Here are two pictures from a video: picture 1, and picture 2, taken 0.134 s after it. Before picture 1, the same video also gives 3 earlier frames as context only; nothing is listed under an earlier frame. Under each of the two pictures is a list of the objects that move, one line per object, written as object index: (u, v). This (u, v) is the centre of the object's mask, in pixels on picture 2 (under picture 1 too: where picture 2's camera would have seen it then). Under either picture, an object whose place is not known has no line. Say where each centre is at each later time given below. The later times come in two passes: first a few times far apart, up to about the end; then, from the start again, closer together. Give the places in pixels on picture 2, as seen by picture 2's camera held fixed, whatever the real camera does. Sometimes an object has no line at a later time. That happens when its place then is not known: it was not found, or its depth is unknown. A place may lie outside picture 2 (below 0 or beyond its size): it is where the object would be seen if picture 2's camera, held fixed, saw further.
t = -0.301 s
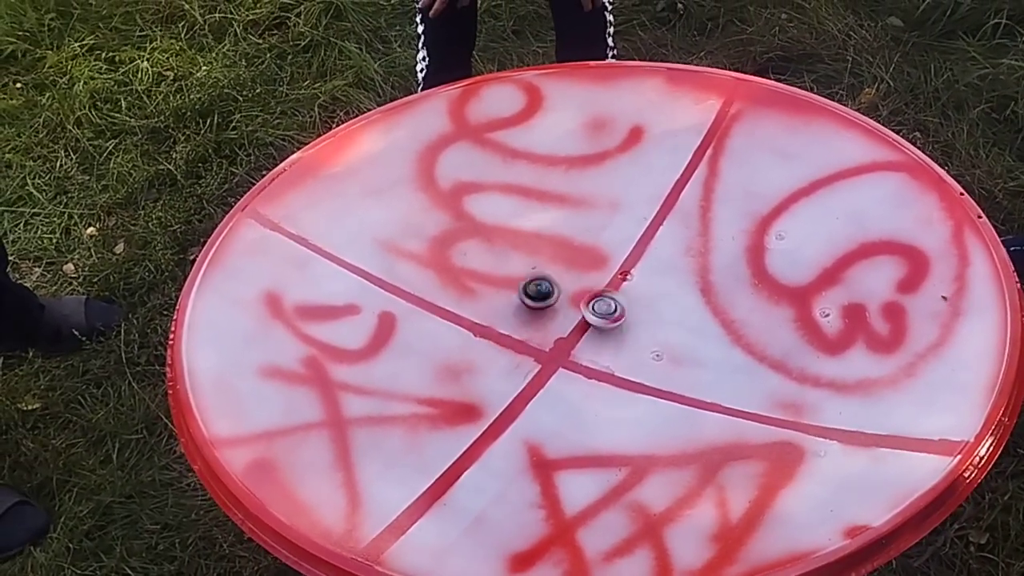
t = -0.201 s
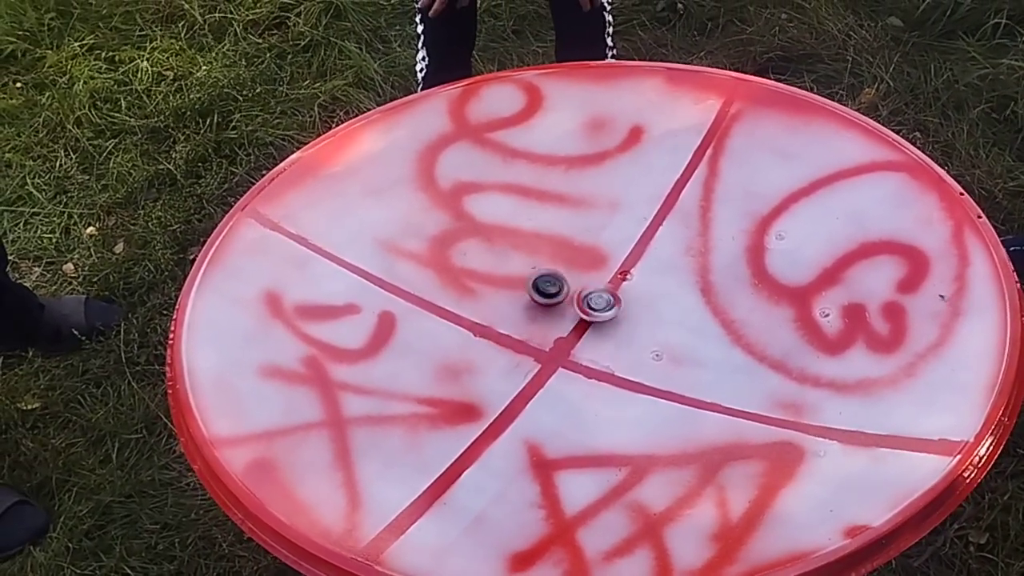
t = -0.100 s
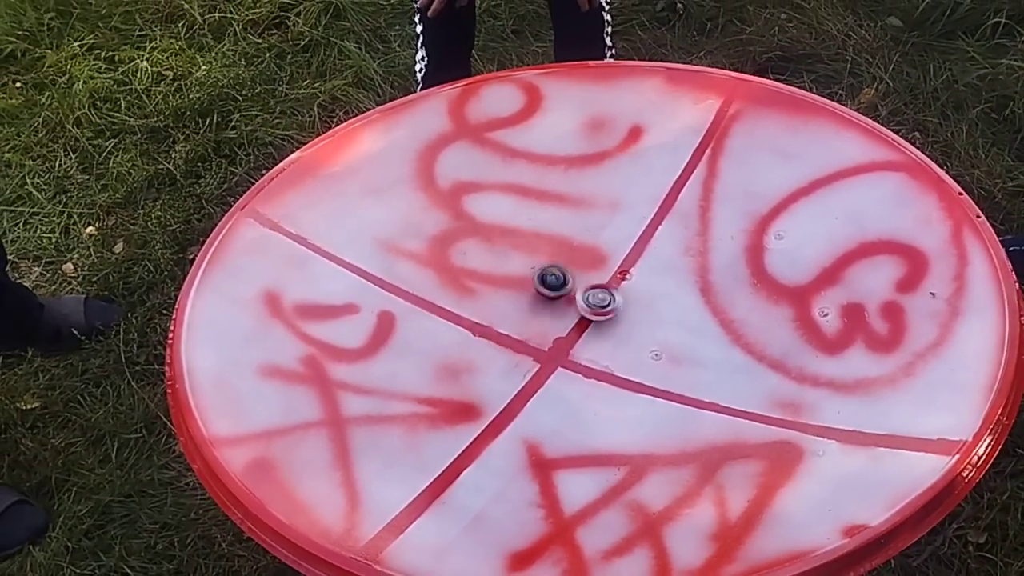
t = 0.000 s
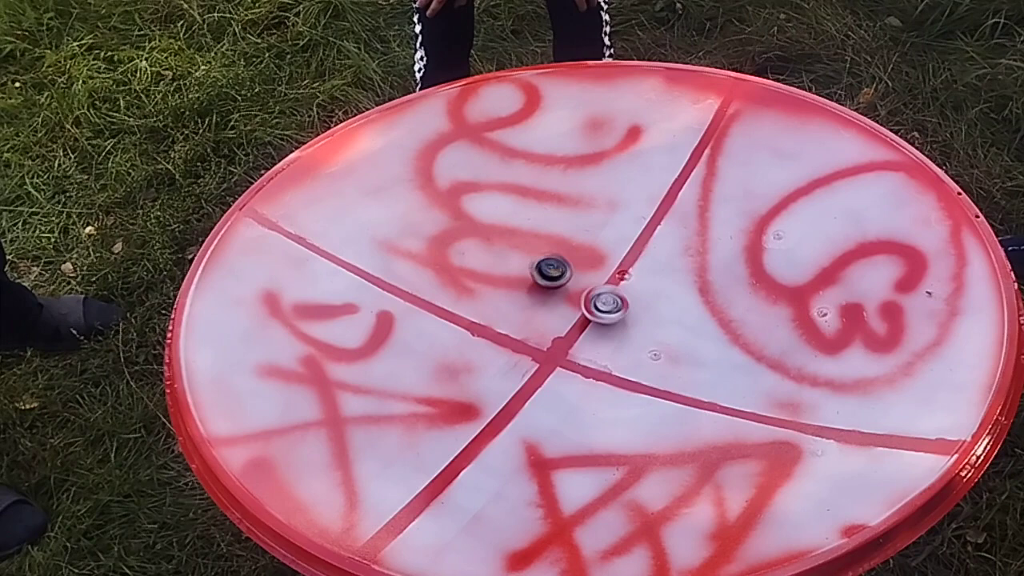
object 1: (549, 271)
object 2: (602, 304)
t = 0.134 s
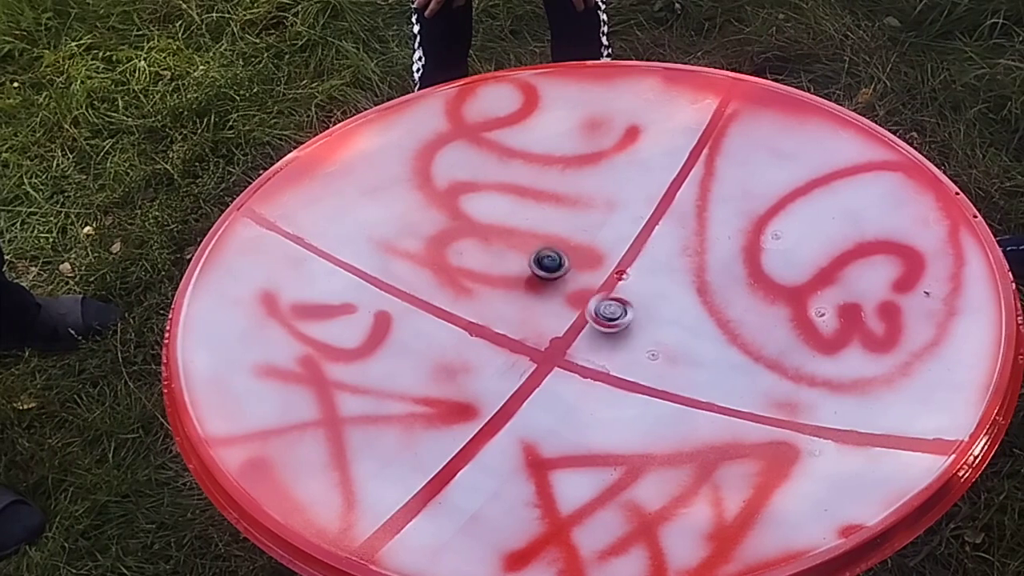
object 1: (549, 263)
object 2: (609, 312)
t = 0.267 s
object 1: (552, 259)
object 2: (612, 321)
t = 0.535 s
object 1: (565, 259)
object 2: (602, 333)
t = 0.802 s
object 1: (584, 267)
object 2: (586, 334)
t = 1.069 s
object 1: (610, 277)
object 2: (580, 317)
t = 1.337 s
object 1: (639, 287)
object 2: (594, 305)
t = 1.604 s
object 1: (671, 298)
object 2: (614, 303)
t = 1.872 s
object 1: (695, 301)
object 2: (633, 307)
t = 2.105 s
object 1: (705, 304)
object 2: (635, 315)
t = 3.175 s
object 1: (634, 347)
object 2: (590, 296)
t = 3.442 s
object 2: (603, 293)
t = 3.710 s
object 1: (584, 350)
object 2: (617, 303)
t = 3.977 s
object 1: (562, 346)
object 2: (614, 316)
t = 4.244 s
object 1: (550, 338)
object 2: (599, 327)
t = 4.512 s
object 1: (517, 319)
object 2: (614, 336)
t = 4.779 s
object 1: (486, 305)
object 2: (633, 347)
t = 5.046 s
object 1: (476, 299)
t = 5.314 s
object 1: (493, 298)
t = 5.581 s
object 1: (528, 295)
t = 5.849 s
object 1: (572, 287)
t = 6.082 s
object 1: (588, 273)
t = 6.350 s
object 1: (605, 266)
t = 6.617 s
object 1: (620, 268)
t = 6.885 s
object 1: (641, 279)
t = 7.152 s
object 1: (657, 295)
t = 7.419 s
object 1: (673, 312)
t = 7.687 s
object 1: (679, 324)
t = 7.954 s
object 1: (674, 331)
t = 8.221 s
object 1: (659, 336)
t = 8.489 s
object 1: (636, 359)
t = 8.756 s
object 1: (639, 378)
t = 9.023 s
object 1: (633, 380)
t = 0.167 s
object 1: (550, 261)
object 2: (610, 314)
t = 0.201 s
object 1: (550, 261)
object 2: (611, 318)
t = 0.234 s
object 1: (551, 260)
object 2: (611, 319)
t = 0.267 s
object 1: (552, 259)
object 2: (612, 321)
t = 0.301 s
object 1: (553, 259)
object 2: (612, 323)
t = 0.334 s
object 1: (553, 259)
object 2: (610, 325)
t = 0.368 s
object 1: (555, 258)
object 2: (610, 327)
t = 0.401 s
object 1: (556, 259)
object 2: (609, 328)
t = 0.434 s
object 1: (558, 258)
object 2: (608, 329)
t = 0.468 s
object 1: (561, 257)
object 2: (605, 330)
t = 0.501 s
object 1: (563, 258)
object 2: (603, 332)
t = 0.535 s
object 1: (565, 259)
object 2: (602, 333)
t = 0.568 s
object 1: (567, 259)
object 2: (600, 333)
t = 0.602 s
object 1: (569, 259)
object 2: (596, 333)
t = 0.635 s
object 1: (571, 261)
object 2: (594, 334)
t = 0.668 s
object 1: (573, 263)
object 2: (593, 334)
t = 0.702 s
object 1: (575, 263)
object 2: (590, 334)
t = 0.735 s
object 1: (578, 263)
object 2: (588, 333)
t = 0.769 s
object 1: (581, 265)
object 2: (586, 334)
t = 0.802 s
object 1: (584, 267)
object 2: (586, 334)
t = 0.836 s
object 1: (587, 268)
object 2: (583, 330)
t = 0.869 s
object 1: (590, 268)
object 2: (581, 330)
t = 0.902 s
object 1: (594, 269)
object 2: (580, 329)
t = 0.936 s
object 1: (597, 271)
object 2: (578, 326)
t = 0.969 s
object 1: (600, 273)
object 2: (578, 324)
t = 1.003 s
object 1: (603, 274)
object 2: (579, 323)
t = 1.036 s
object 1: (606, 276)
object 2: (578, 320)
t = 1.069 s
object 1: (610, 277)
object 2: (580, 317)
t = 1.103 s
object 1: (614, 277)
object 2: (582, 317)
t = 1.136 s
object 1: (618, 279)
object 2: (581, 313)
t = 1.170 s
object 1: (622, 281)
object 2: (583, 312)
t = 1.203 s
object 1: (626, 282)
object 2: (585, 311)
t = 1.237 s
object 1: (629, 283)
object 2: (587, 308)
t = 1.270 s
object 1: (633, 285)
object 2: (589, 307)
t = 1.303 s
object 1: (635, 285)
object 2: (592, 306)
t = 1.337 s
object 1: (639, 287)
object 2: (594, 305)
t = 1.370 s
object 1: (642, 288)
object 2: (597, 305)
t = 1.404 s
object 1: (647, 290)
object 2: (599, 305)
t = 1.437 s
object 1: (650, 292)
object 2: (603, 305)
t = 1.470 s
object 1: (654, 293)
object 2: (605, 304)
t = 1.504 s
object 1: (659, 294)
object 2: (607, 302)
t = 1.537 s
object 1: (663, 295)
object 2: (611, 303)
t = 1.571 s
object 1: (667, 297)
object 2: (612, 302)
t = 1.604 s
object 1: (671, 298)
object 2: (614, 303)
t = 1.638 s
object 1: (675, 298)
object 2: (617, 302)
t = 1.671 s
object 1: (678, 299)
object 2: (620, 302)
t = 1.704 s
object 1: (681, 300)
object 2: (623, 301)
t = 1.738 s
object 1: (684, 300)
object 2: (625, 303)
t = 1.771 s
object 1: (688, 301)
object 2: (628, 303)
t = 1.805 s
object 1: (691, 301)
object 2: (629, 304)
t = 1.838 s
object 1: (693, 302)
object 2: (631, 305)
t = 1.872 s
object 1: (695, 301)
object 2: (633, 307)
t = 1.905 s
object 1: (697, 301)
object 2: (634, 307)
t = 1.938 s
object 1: (699, 302)
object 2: (636, 309)
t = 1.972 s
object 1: (700, 302)
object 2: (635, 309)
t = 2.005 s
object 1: (702, 302)
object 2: (639, 311)
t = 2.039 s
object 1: (703, 303)
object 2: (636, 312)
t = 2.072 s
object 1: (704, 303)
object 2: (638, 314)
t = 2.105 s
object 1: (705, 304)
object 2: (635, 315)
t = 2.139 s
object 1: (705, 305)
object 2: (634, 316)
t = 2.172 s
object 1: (704, 307)
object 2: (631, 317)
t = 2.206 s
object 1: (703, 308)
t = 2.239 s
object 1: (702, 309)
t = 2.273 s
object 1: (700, 310)
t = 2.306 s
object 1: (699, 311)
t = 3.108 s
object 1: (640, 345)
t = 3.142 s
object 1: (638, 346)
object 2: (590, 298)
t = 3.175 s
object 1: (634, 347)
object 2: (590, 296)
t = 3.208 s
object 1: (631, 348)
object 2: (590, 297)
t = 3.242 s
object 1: (626, 348)
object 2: (593, 295)
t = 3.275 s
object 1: (622, 348)
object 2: (593, 293)
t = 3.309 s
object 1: (619, 348)
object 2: (594, 294)
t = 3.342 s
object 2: (597, 293)
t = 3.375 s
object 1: (612, 349)
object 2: (598, 292)
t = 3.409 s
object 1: (609, 350)
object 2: (600, 294)
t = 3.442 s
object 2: (603, 293)
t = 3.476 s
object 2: (606, 292)
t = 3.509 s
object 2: (607, 296)
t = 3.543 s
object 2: (609, 296)
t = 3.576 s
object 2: (611, 296)
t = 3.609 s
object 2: (612, 297)
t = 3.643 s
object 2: (615, 299)
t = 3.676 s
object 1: (587, 351)
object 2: (616, 301)
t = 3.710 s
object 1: (584, 350)
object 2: (617, 303)
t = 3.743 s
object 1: (580, 351)
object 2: (617, 304)
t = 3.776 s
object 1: (578, 350)
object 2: (618, 306)
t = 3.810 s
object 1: (576, 349)
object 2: (617, 308)
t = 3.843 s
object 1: (572, 349)
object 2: (617, 310)
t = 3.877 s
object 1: (570, 349)
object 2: (618, 312)
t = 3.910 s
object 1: (567, 347)
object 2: (617, 314)
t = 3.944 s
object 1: (565, 346)
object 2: (616, 315)
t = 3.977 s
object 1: (562, 346)
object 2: (614, 316)
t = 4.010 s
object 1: (558, 345)
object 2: (613, 318)
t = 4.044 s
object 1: (557, 344)
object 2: (612, 320)
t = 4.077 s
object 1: (556, 344)
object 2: (609, 323)
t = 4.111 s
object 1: (553, 342)
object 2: (608, 323)
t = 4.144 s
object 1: (552, 341)
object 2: (607, 324)
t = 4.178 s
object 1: (551, 341)
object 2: (605, 326)
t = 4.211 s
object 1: (550, 340)
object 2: (602, 326)
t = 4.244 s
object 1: (550, 338)
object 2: (599, 327)
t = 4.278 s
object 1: (549, 337)
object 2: (597, 327)
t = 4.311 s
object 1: (547, 336)
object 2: (595, 328)
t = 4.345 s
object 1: (544, 334)
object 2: (595, 329)
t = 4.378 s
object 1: (536, 330)
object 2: (598, 330)
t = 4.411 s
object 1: (531, 327)
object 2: (602, 331)
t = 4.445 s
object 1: (526, 324)
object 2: (606, 333)
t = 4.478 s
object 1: (521, 321)
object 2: (610, 335)
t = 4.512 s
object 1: (517, 319)
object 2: (614, 336)
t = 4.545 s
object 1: (513, 317)
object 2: (619, 337)
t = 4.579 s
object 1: (509, 315)
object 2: (619, 339)
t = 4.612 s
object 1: (504, 313)
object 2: (622, 341)
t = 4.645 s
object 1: (501, 311)
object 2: (626, 342)
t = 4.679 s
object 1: (497, 310)
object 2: (627, 343)
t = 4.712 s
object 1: (493, 308)
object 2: (628, 344)
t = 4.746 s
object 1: (490, 306)
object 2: (630, 346)
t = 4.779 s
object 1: (486, 305)
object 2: (633, 347)
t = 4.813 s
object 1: (484, 304)
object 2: (632, 347)
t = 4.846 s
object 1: (482, 303)
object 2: (632, 349)
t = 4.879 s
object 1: (479, 303)
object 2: (635, 351)
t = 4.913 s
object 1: (476, 301)
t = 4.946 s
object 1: (476, 301)
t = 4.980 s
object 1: (476, 301)
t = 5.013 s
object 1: (475, 301)
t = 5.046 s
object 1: (476, 299)
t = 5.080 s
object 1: (477, 299)
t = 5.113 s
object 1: (478, 298)
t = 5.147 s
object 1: (479, 298)
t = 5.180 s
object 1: (481, 298)
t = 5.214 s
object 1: (483, 298)
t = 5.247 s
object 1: (486, 299)
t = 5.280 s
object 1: (490, 298)
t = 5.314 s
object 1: (493, 298)
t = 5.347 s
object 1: (497, 298)
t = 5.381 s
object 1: (501, 298)
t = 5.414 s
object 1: (505, 298)
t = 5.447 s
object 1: (509, 297)
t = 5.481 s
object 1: (514, 297)
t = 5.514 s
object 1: (518, 296)
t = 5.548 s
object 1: (523, 295)
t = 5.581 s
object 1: (528, 295)
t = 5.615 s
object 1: (534, 294)
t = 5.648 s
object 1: (539, 293)
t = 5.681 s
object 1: (545, 292)
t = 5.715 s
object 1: (550, 291)
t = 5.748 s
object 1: (556, 290)
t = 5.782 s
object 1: (562, 288)
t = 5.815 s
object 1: (566, 287)
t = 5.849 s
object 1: (572, 287)
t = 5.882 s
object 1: (576, 285)
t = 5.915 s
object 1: (578, 283)
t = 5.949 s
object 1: (580, 280)
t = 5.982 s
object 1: (582, 278)
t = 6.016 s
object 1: (583, 276)
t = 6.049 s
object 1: (586, 275)
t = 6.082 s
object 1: (588, 273)
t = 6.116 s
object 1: (590, 272)
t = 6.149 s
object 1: (592, 270)
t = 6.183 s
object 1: (595, 269)
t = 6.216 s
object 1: (596, 268)
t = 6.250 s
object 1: (598, 268)
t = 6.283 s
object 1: (600, 267)
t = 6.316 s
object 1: (603, 267)
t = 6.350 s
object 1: (605, 266)
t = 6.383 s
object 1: (607, 265)
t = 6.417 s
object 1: (609, 266)
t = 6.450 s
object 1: (611, 265)
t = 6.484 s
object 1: (613, 265)
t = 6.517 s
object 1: (615, 266)
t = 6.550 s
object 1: (617, 266)
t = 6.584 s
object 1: (619, 266)
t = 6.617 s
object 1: (620, 268)
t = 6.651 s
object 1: (624, 271)
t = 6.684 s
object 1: (627, 270)
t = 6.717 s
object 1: (630, 271)
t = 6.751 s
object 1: (634, 272)
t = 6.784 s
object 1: (636, 274)
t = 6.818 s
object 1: (638, 275)
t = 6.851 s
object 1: (640, 277)
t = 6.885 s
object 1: (641, 279)
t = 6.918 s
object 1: (642, 280)
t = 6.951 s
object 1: (645, 283)
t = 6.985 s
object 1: (646, 285)
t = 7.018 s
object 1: (647, 286)
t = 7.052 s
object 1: (650, 289)
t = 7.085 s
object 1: (652, 291)
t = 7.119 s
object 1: (654, 293)
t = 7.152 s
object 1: (657, 295)
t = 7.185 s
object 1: (658, 297)
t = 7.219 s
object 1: (661, 299)
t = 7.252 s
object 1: (663, 302)
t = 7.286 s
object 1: (666, 304)
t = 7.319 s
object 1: (668, 306)
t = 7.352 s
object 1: (669, 308)
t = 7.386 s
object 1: (671, 310)
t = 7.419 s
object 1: (673, 312)
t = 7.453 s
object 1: (674, 314)
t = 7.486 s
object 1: (676, 315)
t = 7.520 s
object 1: (677, 316)
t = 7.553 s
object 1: (679, 318)
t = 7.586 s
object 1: (680, 320)
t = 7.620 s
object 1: (680, 321)
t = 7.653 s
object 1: (680, 323)
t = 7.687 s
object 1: (679, 324)
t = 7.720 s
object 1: (679, 324)
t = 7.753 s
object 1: (679, 326)
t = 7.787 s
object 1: (679, 327)
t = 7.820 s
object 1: (678, 328)
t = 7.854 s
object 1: (677, 329)
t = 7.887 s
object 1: (676, 329)
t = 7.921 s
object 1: (675, 330)
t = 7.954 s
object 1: (674, 331)
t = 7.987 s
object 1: (672, 332)
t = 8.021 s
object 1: (671, 333)
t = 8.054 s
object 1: (669, 333)
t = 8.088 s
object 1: (668, 334)
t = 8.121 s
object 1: (665, 335)
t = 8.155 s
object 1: (663, 335)
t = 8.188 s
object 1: (661, 336)
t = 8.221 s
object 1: (659, 336)
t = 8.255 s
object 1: (655, 337)
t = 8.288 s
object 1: (650, 339)
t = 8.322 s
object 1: (645, 341)
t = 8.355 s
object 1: (641, 343)
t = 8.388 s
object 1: (637, 342)
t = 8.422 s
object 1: (637, 349)
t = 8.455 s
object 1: (636, 355)
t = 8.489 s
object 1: (636, 359)
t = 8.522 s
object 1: (636, 362)
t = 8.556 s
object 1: (637, 365)
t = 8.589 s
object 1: (637, 369)
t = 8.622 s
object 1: (638, 371)
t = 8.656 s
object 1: (639, 372)
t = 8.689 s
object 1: (638, 376)
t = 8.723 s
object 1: (639, 377)
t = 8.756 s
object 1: (639, 378)
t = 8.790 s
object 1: (638, 380)
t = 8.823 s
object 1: (638, 381)
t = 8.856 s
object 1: (637, 381)
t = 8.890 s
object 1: (637, 381)
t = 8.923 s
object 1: (636, 382)
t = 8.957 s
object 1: (634, 382)
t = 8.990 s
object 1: (634, 381)
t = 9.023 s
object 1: (633, 380)
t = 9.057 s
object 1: (630, 379)
